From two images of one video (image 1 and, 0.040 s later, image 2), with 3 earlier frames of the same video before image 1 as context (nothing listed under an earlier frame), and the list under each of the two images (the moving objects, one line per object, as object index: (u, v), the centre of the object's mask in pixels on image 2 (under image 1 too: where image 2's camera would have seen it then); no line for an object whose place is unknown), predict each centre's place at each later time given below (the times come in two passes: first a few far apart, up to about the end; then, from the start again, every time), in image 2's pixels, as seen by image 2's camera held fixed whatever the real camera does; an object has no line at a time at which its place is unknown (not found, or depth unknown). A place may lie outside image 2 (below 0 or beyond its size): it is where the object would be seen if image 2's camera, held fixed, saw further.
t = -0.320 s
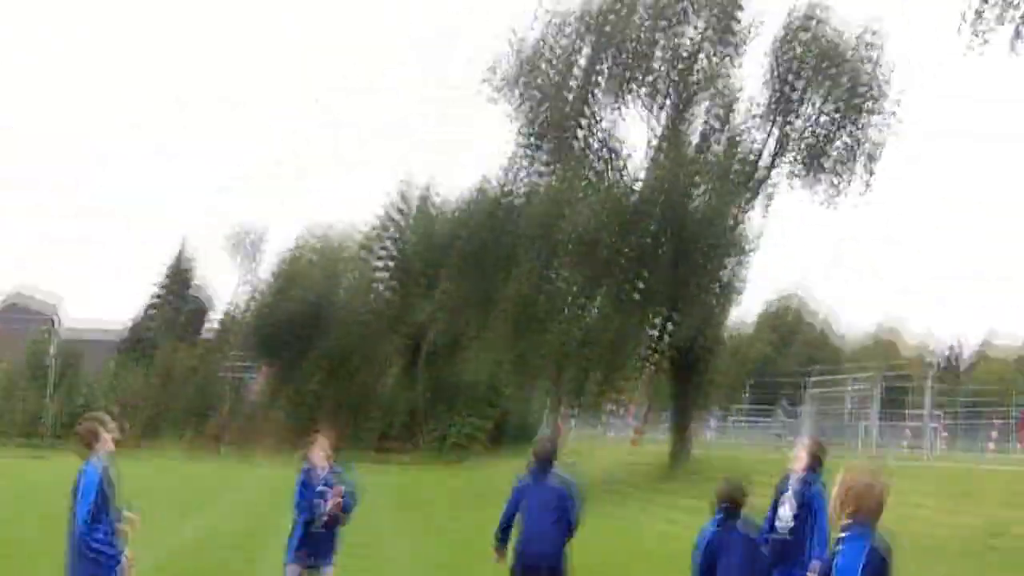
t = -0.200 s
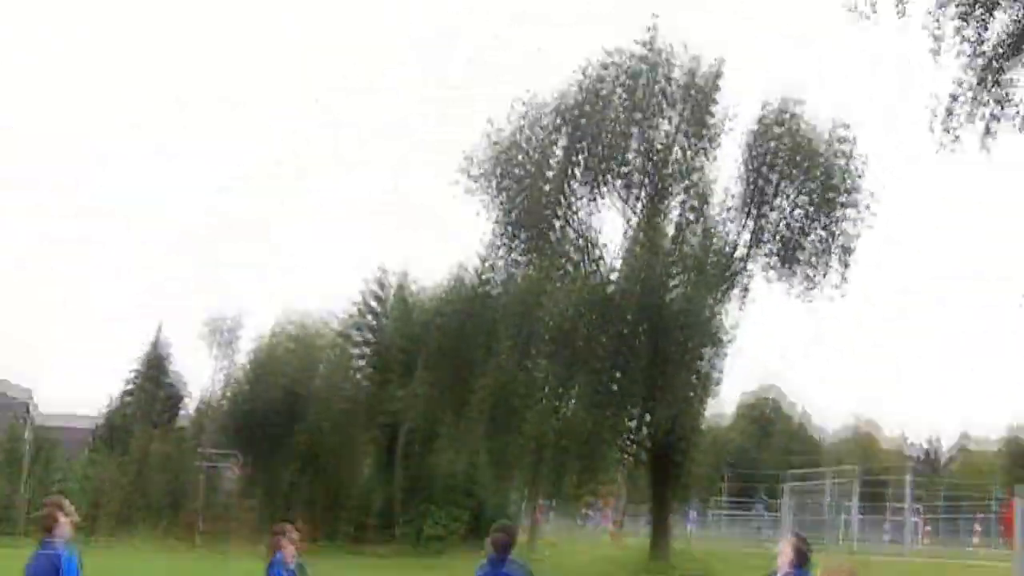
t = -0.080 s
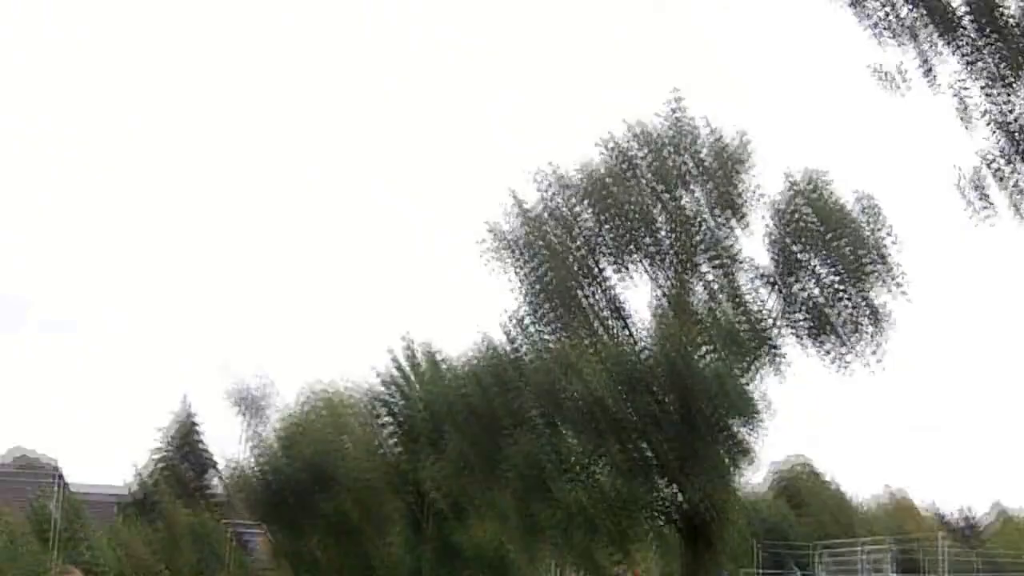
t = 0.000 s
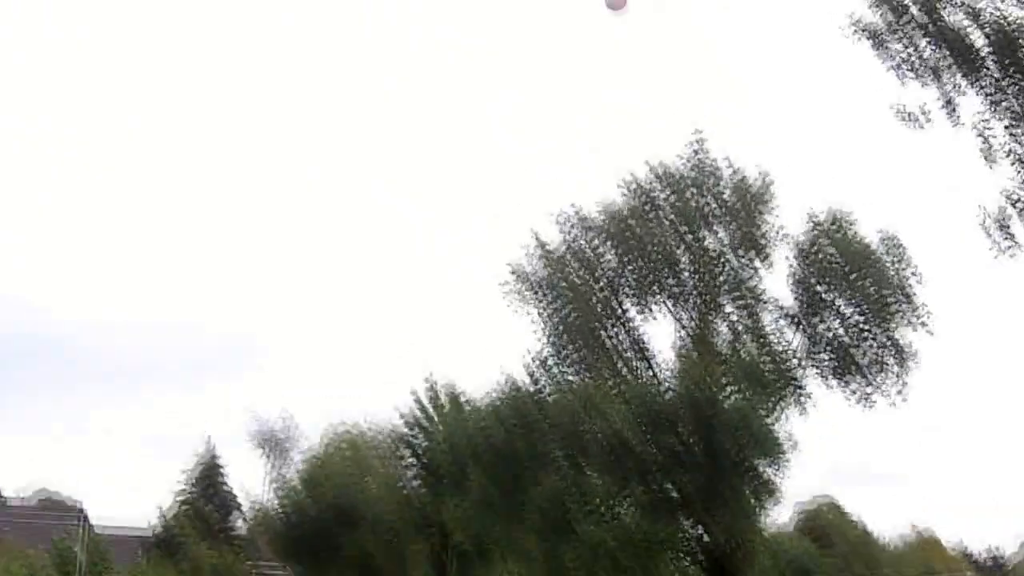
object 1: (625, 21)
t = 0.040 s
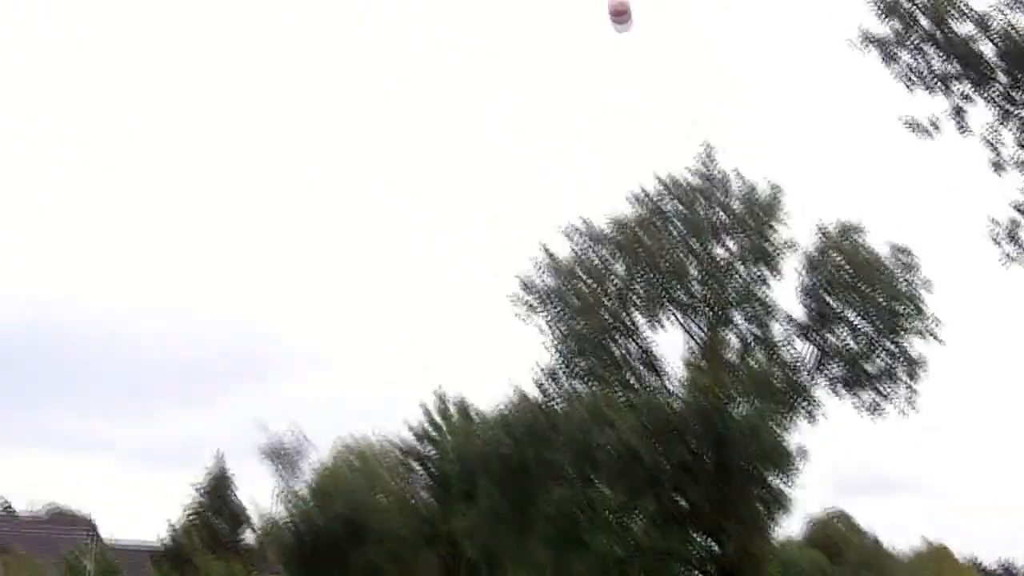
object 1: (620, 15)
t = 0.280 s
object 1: (601, 87)
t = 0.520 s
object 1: (581, 214)
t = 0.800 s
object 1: (553, 442)
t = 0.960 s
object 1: (536, 605)
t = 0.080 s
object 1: (617, 20)
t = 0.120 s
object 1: (614, 31)
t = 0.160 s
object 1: (611, 44)
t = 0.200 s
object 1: (608, 57)
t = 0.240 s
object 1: (605, 71)
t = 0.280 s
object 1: (601, 87)
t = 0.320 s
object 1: (597, 104)
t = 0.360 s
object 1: (594, 125)
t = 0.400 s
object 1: (590, 144)
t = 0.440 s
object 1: (588, 167)
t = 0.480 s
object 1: (584, 191)
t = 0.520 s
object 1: (581, 214)
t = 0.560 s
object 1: (578, 241)
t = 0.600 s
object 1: (575, 274)
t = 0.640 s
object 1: (571, 303)
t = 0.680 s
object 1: (569, 333)
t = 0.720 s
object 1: (564, 369)
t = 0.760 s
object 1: (559, 405)
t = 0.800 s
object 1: (553, 442)
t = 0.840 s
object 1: (551, 479)
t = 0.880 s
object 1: (546, 523)
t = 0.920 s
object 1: (542, 565)
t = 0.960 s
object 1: (536, 605)
